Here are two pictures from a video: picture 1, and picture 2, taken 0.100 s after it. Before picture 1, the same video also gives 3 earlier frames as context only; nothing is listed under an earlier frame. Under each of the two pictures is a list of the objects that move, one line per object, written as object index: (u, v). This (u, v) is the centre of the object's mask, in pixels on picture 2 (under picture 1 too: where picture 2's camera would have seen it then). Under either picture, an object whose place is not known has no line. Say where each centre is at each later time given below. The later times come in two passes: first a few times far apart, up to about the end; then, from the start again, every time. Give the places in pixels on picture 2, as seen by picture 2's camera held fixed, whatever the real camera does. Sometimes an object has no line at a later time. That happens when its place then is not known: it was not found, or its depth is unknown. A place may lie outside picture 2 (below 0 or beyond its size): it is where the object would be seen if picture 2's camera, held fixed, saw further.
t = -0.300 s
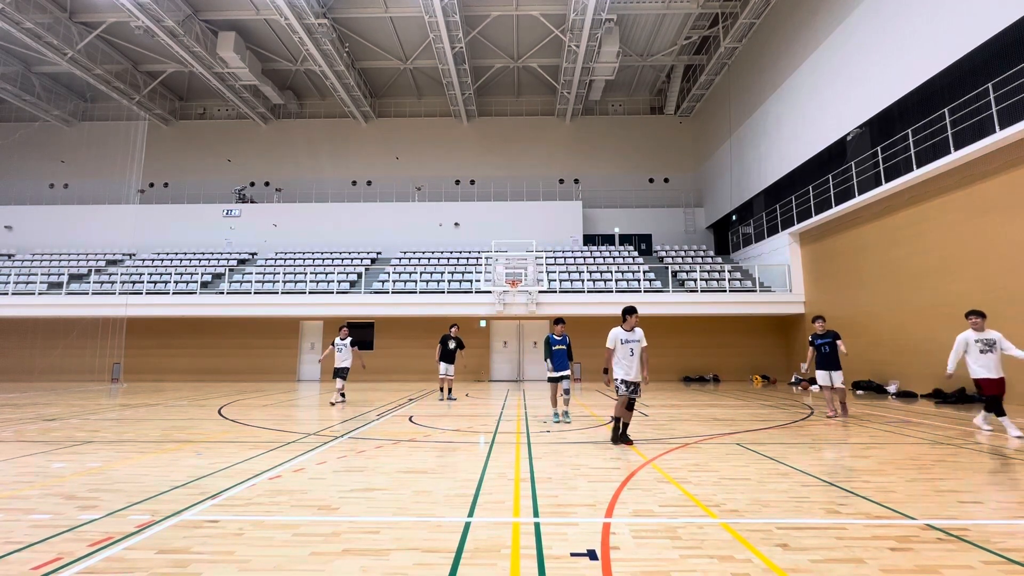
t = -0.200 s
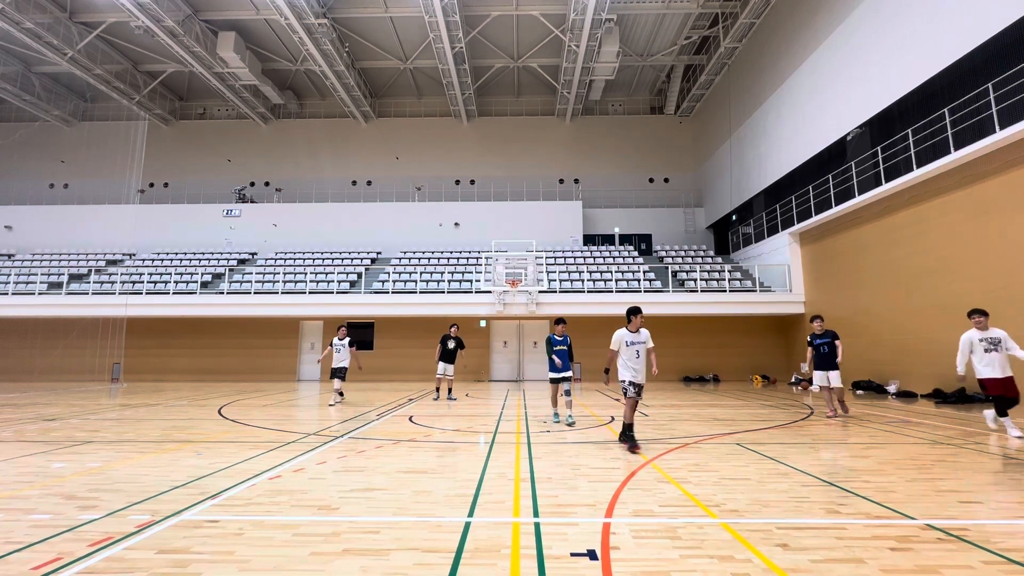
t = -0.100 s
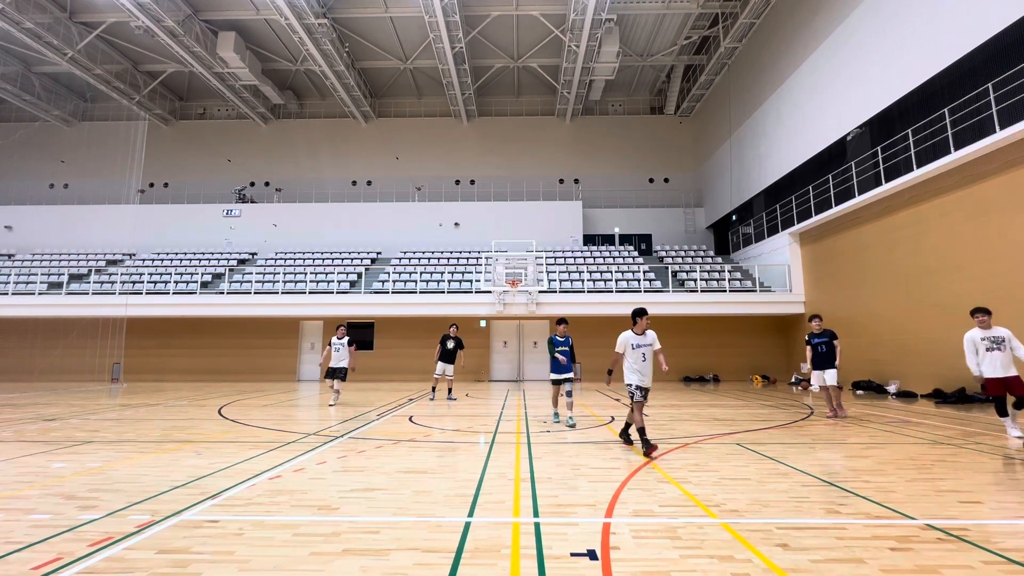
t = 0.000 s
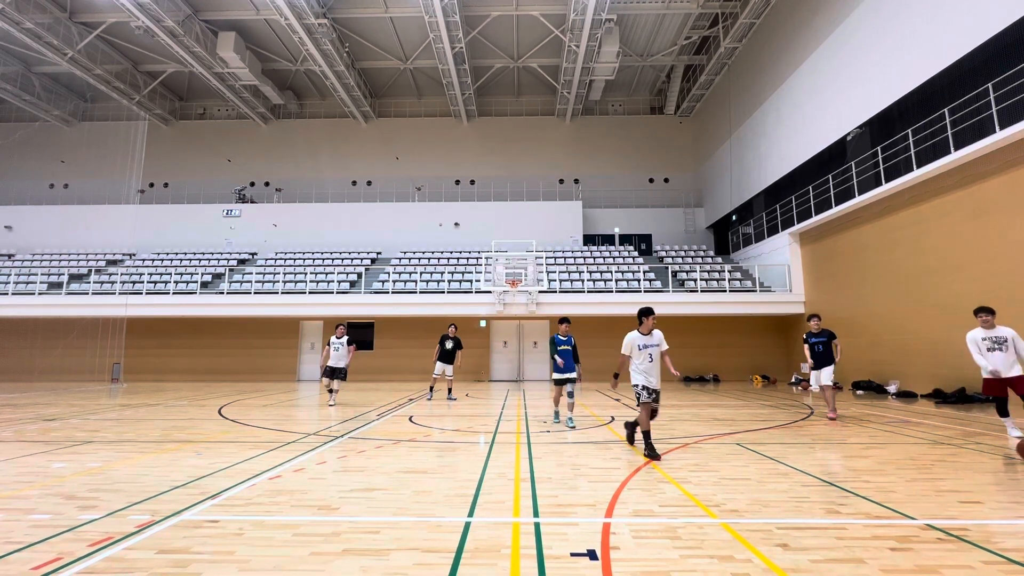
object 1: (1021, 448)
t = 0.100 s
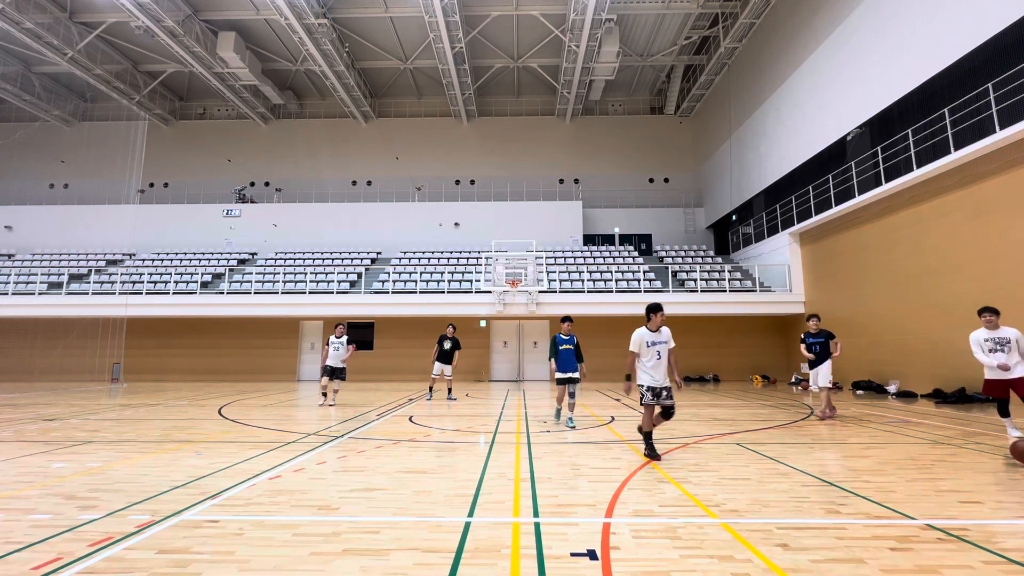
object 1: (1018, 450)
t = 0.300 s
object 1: (1011, 458)
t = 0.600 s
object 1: (993, 467)
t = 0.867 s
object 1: (974, 476)
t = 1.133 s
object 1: (953, 487)
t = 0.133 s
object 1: (1017, 451)
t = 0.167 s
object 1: (1016, 454)
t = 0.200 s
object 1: (1015, 456)
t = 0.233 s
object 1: (1013, 456)
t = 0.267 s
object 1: (1012, 456)
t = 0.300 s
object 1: (1011, 458)
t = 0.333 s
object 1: (1010, 460)
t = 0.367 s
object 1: (1008, 460)
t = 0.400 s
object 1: (1007, 460)
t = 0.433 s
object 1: (1005, 462)
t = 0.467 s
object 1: (1003, 464)
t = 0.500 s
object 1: (1001, 464)
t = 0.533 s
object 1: (998, 466)
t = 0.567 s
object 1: (996, 467)
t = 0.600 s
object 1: (993, 467)
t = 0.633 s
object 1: (991, 469)
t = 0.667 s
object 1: (988, 470)
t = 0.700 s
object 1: (986, 471)
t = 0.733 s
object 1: (984, 472)
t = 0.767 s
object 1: (981, 473)
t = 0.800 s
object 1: (979, 474)
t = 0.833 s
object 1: (976, 474)
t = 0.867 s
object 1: (974, 476)
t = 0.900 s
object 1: (971, 477)
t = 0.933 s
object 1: (969, 479)
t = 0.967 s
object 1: (966, 480)
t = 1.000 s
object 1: (963, 481)
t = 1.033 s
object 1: (961, 483)
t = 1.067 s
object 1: (958, 484)
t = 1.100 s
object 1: (956, 486)
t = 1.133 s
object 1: (953, 487)
